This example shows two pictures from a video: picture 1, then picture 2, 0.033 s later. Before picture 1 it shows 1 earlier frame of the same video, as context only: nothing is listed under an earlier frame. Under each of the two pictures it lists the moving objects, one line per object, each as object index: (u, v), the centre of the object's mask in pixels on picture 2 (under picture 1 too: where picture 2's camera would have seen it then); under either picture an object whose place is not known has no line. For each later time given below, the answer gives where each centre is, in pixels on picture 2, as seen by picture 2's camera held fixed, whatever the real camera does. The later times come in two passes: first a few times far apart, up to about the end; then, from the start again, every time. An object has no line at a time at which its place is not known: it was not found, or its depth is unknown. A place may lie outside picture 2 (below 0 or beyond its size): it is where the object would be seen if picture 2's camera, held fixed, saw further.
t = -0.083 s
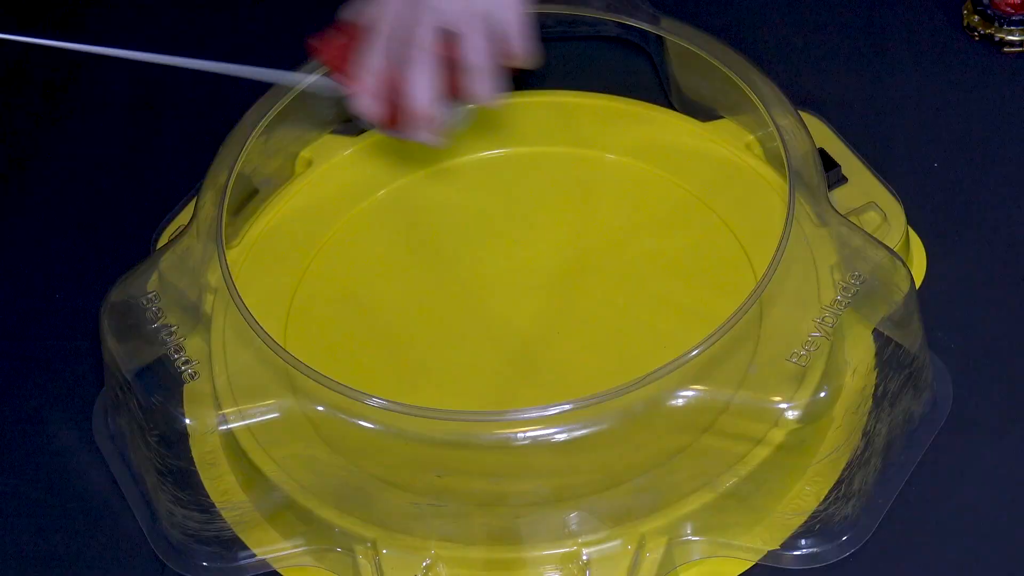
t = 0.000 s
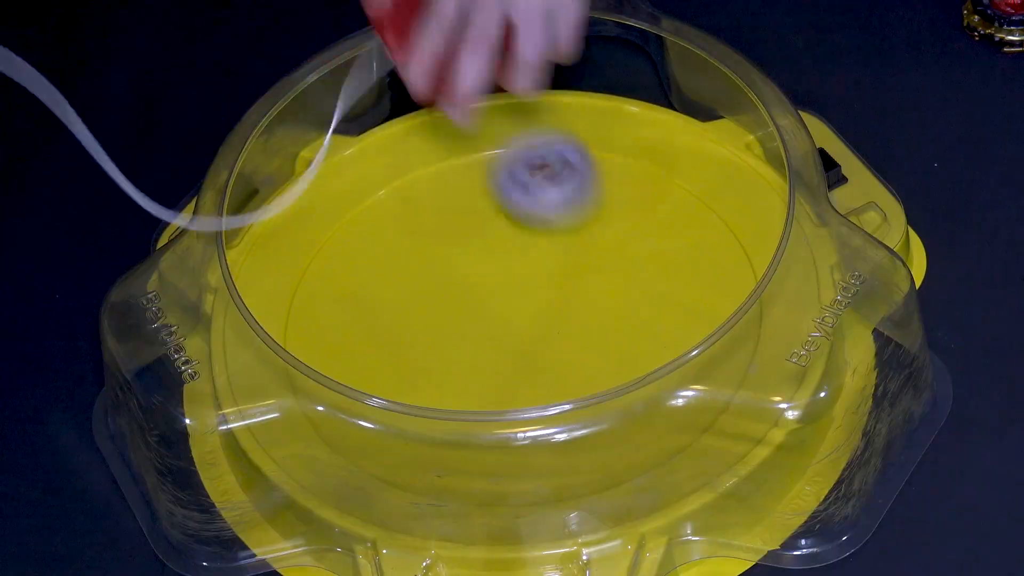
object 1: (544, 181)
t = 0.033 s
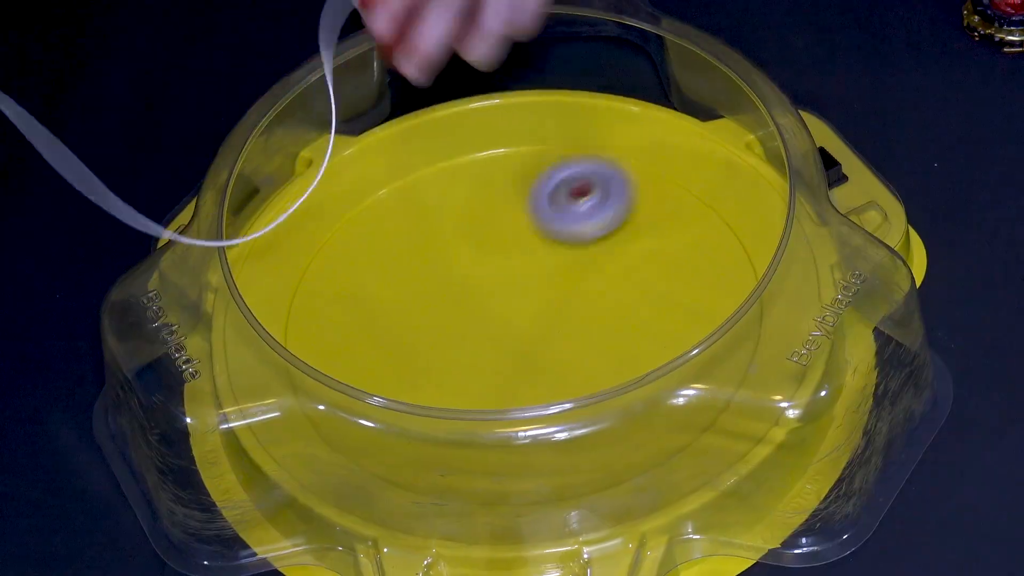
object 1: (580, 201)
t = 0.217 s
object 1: (710, 250)
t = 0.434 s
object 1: (605, 410)
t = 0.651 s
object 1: (313, 342)
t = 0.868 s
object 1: (470, 135)
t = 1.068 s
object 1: (742, 312)
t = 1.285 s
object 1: (347, 426)
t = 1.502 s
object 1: (443, 144)
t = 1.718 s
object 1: (749, 294)
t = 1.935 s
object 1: (391, 451)
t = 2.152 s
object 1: (367, 181)
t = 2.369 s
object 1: (713, 193)
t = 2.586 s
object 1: (574, 460)
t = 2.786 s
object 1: (295, 336)
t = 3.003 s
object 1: (463, 135)
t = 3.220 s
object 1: (737, 237)
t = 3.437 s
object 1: (530, 466)
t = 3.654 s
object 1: (310, 318)
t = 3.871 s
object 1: (493, 140)
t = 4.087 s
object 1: (735, 236)
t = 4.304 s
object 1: (582, 455)
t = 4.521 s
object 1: (332, 358)
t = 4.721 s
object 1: (412, 174)
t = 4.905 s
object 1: (623, 138)
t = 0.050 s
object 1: (592, 191)
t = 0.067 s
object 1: (605, 183)
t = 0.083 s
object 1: (617, 180)
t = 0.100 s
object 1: (631, 180)
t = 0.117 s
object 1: (645, 184)
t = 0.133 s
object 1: (659, 193)
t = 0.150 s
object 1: (673, 206)
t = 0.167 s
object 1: (688, 221)
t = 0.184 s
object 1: (704, 241)
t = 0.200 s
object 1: (708, 246)
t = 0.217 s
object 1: (710, 250)
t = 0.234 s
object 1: (713, 258)
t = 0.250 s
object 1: (713, 268)
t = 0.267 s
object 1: (711, 281)
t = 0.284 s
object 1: (719, 301)
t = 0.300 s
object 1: (714, 314)
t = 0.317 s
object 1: (706, 325)
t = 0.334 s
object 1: (698, 338)
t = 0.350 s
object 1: (689, 356)
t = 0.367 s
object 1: (674, 365)
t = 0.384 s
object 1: (661, 379)
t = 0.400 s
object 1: (645, 391)
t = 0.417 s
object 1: (625, 401)
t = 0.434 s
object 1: (605, 410)
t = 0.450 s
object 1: (581, 418)
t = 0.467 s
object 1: (556, 423)
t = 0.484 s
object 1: (532, 427)
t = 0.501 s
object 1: (505, 427)
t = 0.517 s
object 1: (478, 427)
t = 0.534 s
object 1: (454, 425)
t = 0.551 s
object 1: (428, 418)
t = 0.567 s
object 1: (406, 411)
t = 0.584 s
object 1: (382, 401)
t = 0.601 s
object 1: (361, 389)
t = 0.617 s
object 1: (343, 375)
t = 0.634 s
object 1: (328, 362)
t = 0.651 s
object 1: (313, 342)
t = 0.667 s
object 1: (301, 325)
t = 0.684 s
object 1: (295, 303)
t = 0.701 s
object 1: (288, 286)
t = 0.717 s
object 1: (289, 267)
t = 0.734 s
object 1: (300, 249)
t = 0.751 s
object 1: (312, 232)
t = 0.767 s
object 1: (324, 214)
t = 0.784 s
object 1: (340, 197)
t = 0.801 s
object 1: (361, 181)
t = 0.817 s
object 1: (385, 167)
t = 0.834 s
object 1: (411, 153)
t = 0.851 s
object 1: (439, 142)
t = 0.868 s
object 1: (470, 135)
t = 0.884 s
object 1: (503, 130)
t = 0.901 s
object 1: (537, 128)
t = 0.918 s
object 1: (570, 131)
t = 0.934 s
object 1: (604, 138)
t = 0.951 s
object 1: (637, 149)
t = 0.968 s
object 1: (665, 162)
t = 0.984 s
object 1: (692, 182)
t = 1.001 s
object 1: (713, 203)
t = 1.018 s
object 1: (730, 227)
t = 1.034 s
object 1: (734, 250)
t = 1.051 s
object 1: (745, 282)
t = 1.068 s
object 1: (742, 312)
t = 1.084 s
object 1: (734, 340)
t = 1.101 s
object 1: (716, 371)
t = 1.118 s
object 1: (696, 398)
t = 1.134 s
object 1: (669, 419)
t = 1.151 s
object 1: (637, 439)
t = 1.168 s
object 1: (601, 454)
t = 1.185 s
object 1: (562, 464)
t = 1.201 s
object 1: (524, 471)
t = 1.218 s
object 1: (484, 472)
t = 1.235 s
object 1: (446, 468)
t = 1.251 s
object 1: (411, 460)
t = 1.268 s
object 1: (374, 446)
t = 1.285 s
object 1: (347, 426)
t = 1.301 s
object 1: (327, 406)
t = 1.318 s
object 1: (308, 381)
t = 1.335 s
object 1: (295, 356)
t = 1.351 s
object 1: (288, 329)
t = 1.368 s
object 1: (293, 302)
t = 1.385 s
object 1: (293, 277)
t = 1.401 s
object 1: (302, 252)
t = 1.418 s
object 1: (316, 229)
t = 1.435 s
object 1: (336, 207)
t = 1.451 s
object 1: (358, 188)
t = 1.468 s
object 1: (384, 170)
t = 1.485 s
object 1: (413, 155)
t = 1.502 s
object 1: (443, 144)
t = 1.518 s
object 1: (477, 135)
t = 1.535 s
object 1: (510, 130)
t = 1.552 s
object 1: (544, 129)
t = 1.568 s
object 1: (576, 132)
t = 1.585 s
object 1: (608, 139)
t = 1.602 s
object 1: (639, 149)
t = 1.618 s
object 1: (667, 162)
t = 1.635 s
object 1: (692, 179)
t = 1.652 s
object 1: (713, 198)
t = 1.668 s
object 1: (729, 218)
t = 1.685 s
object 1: (735, 240)
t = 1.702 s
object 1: (747, 267)
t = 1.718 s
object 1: (749, 294)
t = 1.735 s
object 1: (743, 323)
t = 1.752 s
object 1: (734, 347)
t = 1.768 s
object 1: (716, 376)
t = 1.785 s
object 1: (698, 400)
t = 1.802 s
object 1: (671, 420)
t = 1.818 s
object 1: (639, 438)
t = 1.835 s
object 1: (605, 451)
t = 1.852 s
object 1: (570, 462)
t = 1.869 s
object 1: (532, 469)
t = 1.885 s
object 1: (496, 471)
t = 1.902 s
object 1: (458, 467)
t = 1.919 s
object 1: (425, 461)
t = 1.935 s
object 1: (391, 451)
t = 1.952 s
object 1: (364, 438)
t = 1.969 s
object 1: (340, 418)
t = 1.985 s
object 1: (323, 399)
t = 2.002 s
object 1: (308, 376)
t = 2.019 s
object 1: (297, 352)
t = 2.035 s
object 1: (293, 328)
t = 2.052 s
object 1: (295, 305)
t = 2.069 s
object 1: (294, 282)
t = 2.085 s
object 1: (302, 259)
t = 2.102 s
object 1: (313, 238)
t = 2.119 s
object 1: (328, 216)
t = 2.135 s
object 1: (346, 198)
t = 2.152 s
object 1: (367, 181)
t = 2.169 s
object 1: (392, 165)
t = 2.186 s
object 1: (417, 153)
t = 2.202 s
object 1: (445, 141)
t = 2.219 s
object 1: (473, 134)
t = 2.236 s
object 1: (503, 129)
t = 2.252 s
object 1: (533, 127)
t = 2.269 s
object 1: (563, 128)
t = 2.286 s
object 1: (593, 132)
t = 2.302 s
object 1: (621, 139)
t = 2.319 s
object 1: (647, 148)
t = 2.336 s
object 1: (672, 160)
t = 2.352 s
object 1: (694, 175)
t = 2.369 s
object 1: (713, 193)
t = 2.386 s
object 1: (729, 213)
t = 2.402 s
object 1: (736, 233)
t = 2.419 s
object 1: (747, 256)
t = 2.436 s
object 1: (751, 281)
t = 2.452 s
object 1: (749, 306)
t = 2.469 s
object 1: (741, 333)
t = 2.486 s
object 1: (730, 356)
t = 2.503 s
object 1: (712, 382)
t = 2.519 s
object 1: (693, 404)
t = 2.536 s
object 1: (667, 422)
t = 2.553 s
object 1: (638, 438)
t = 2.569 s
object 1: (609, 450)
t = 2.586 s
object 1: (574, 460)
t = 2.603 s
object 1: (541, 466)
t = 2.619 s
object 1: (509, 470)
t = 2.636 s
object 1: (474, 468)
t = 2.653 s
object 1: (443, 464)
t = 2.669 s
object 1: (414, 457)
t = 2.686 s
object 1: (384, 446)
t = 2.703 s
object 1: (361, 430)
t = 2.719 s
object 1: (340, 414)
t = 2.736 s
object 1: (325, 396)
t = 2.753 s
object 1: (311, 376)
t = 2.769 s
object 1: (300, 357)
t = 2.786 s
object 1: (295, 336)
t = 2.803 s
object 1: (293, 315)
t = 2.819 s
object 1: (294, 296)
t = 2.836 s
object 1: (297, 276)
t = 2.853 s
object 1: (305, 257)
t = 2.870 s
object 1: (315, 238)
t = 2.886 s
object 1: (328, 220)
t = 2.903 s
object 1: (342, 203)
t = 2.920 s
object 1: (358, 188)
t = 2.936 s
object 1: (373, 174)
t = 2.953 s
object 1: (395, 160)
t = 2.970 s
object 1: (416, 150)
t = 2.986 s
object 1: (439, 141)
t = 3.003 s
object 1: (463, 135)
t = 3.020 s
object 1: (488, 130)
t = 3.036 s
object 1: (515, 126)
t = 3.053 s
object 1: (541, 125)
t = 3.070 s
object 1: (567, 125)
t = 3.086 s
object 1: (593, 129)
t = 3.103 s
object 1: (619, 134)
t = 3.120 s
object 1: (644, 143)
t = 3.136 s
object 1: (666, 154)
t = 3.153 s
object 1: (687, 167)
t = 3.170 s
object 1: (706, 182)
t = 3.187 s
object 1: (721, 200)
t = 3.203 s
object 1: (733, 219)
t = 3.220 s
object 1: (737, 237)
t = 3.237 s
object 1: (749, 261)
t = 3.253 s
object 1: (750, 283)
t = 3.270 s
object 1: (747, 307)
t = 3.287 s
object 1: (740, 332)
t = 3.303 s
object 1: (729, 354)
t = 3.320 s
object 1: (711, 378)
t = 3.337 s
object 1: (696, 399)
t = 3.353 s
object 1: (674, 415)
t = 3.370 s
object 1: (648, 431)
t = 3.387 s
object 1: (621, 443)
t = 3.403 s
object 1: (591, 453)
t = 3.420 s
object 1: (563, 461)
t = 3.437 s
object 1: (530, 466)
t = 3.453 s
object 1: (503, 468)
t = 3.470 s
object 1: (473, 467)
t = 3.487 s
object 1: (445, 463)
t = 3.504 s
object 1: (419, 457)
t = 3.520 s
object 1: (393, 449)
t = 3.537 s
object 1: (372, 436)
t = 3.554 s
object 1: (353, 423)
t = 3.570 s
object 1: (337, 408)
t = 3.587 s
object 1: (326, 391)
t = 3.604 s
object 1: (317, 374)
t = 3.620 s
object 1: (310, 355)
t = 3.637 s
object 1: (306, 337)
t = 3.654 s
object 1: (310, 318)
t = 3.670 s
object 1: (309, 301)
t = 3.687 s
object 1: (315, 283)
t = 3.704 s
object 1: (323, 266)
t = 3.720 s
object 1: (333, 248)
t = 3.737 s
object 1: (345, 232)
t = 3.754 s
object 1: (359, 218)
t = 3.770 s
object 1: (374, 203)
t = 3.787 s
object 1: (391, 189)
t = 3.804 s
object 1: (409, 176)
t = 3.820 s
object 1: (430, 165)
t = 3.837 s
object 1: (450, 155)
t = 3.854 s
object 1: (471, 146)
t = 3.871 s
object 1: (493, 140)
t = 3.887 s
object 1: (515, 135)
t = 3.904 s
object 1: (534, 132)
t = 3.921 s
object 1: (559, 128)
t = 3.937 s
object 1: (583, 129)
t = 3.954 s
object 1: (607, 131)
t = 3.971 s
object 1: (627, 137)
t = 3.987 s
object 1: (647, 148)
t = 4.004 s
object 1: (668, 160)
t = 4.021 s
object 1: (687, 173)
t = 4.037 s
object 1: (704, 185)
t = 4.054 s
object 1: (718, 200)
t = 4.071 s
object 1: (729, 218)
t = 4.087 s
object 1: (735, 236)
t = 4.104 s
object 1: (735, 254)
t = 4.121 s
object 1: (746, 275)
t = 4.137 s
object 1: (745, 297)
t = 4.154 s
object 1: (741, 318)
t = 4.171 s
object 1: (735, 338)
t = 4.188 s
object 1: (722, 358)
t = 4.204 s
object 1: (708, 379)
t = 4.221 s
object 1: (693, 396)
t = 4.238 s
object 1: (675, 412)
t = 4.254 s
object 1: (655, 426)
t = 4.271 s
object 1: (630, 439)
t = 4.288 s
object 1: (606, 447)
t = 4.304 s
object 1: (582, 455)
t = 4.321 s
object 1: (556, 460)
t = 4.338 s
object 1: (529, 464)
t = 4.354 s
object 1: (505, 465)
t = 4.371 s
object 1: (478, 464)
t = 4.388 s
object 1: (453, 460)
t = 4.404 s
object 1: (431, 454)
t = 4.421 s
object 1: (409, 446)
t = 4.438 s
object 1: (390, 432)
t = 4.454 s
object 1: (373, 420)
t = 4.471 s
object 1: (358, 407)
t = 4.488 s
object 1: (347, 392)
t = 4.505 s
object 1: (338, 375)
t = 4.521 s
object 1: (332, 358)
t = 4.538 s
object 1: (332, 338)
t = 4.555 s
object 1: (326, 324)
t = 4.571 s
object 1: (325, 306)
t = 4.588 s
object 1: (328, 290)
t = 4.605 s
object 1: (332, 272)
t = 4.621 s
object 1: (339, 257)
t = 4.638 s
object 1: (347, 241)
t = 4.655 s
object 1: (358, 225)
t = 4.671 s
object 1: (370, 210)
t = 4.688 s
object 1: (382, 197)
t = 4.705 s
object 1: (397, 185)
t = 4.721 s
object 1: (412, 174)
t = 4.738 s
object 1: (429, 163)
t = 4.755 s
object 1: (446, 154)
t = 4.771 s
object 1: (464, 146)
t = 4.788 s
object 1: (483, 141)
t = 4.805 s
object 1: (502, 136)
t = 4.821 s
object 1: (521, 132)
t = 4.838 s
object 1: (542, 130)
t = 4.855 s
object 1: (558, 130)
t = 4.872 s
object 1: (583, 131)
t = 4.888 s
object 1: (603, 134)
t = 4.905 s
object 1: (623, 138)
